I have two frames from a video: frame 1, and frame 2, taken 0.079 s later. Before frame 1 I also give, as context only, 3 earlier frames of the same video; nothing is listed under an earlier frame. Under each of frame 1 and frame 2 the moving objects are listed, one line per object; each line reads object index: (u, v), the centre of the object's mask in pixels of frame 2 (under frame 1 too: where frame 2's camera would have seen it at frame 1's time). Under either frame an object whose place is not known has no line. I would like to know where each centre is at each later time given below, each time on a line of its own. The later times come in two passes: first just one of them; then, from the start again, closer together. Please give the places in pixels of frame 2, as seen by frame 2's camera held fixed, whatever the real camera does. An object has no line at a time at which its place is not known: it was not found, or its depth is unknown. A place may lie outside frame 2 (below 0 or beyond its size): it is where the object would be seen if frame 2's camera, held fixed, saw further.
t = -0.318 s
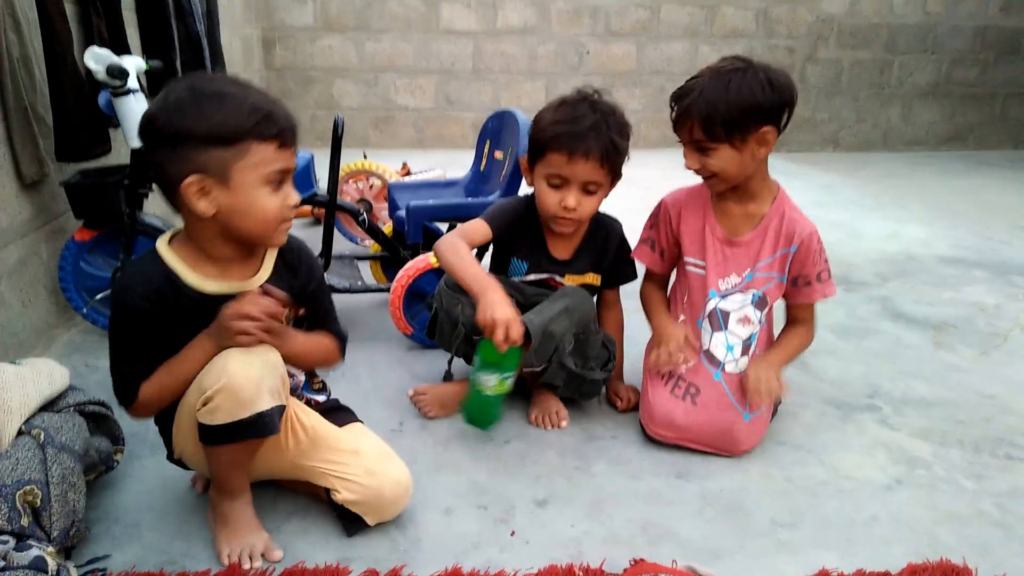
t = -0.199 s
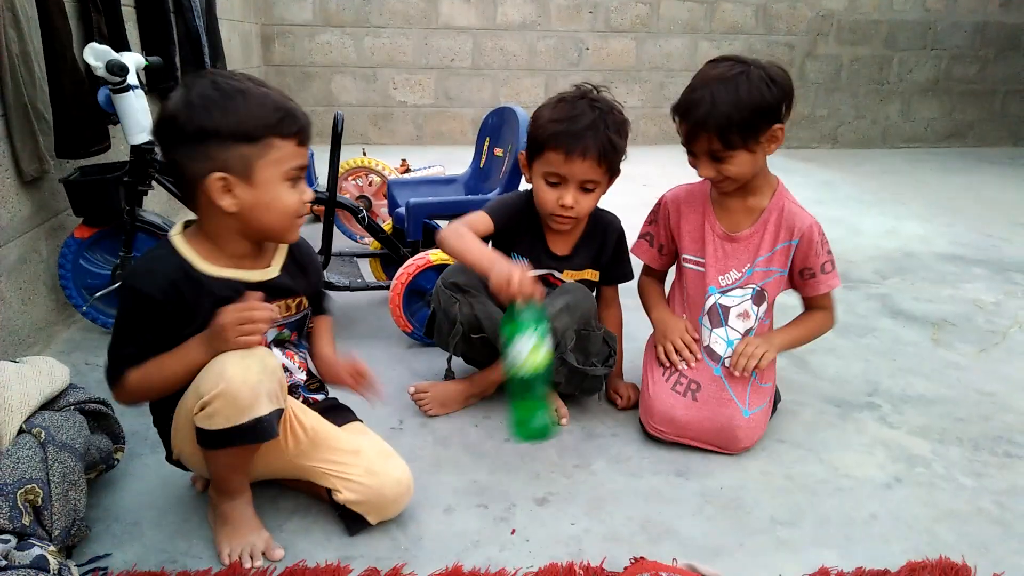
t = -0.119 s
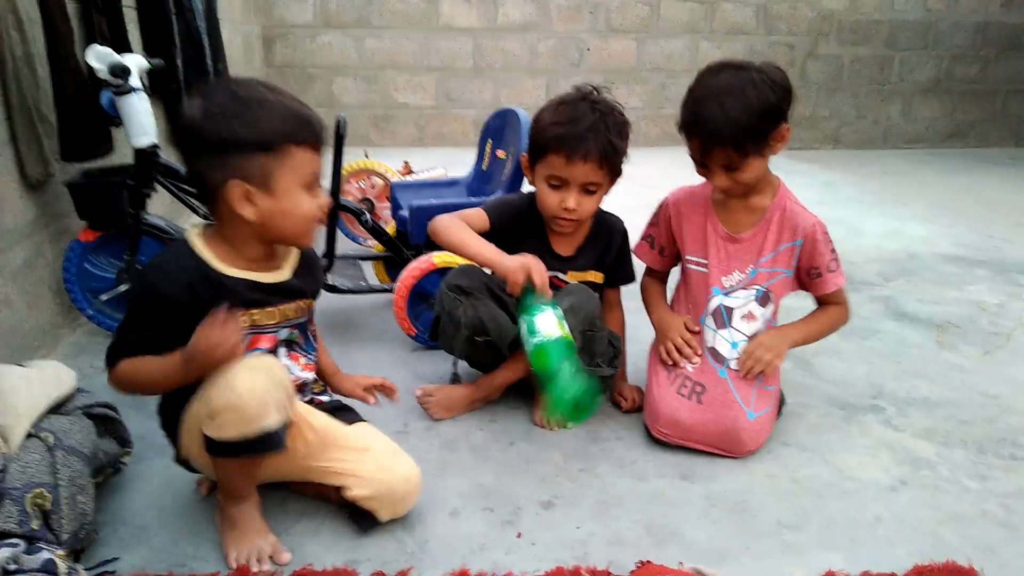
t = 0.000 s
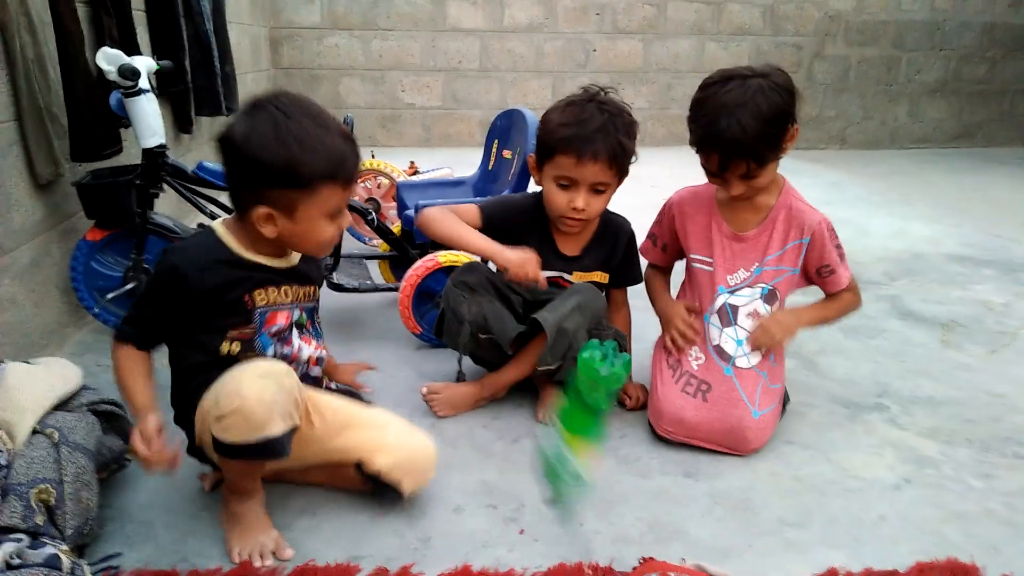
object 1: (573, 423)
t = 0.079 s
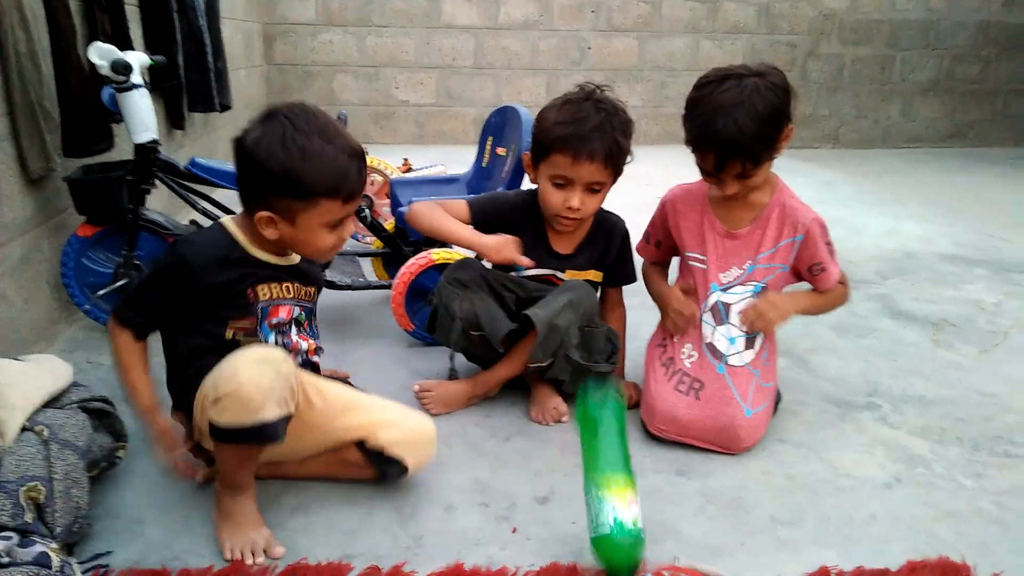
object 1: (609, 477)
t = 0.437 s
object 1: (621, 508)
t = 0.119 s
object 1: (609, 494)
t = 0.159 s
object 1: (607, 503)
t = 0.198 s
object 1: (607, 513)
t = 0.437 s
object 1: (621, 508)
